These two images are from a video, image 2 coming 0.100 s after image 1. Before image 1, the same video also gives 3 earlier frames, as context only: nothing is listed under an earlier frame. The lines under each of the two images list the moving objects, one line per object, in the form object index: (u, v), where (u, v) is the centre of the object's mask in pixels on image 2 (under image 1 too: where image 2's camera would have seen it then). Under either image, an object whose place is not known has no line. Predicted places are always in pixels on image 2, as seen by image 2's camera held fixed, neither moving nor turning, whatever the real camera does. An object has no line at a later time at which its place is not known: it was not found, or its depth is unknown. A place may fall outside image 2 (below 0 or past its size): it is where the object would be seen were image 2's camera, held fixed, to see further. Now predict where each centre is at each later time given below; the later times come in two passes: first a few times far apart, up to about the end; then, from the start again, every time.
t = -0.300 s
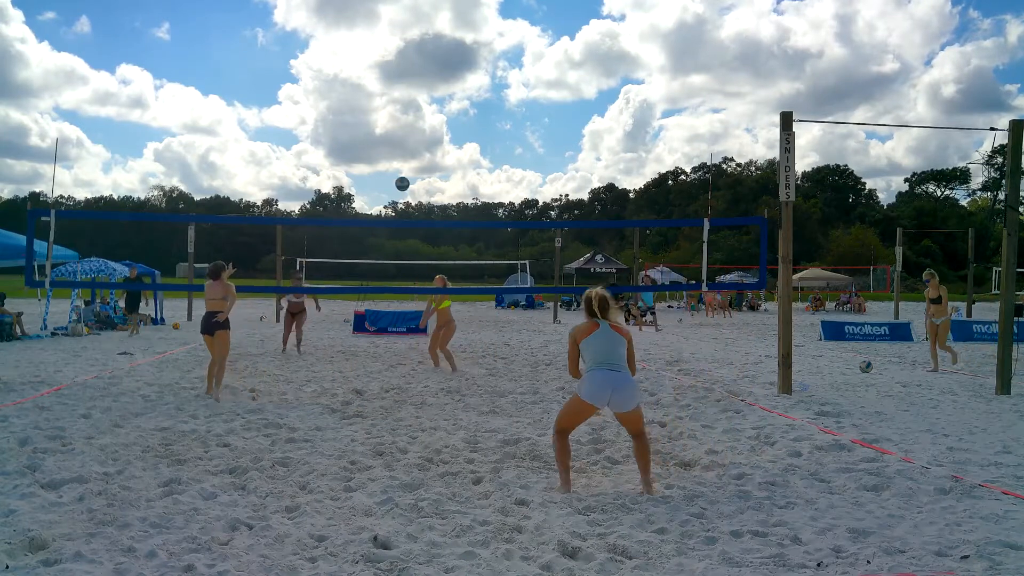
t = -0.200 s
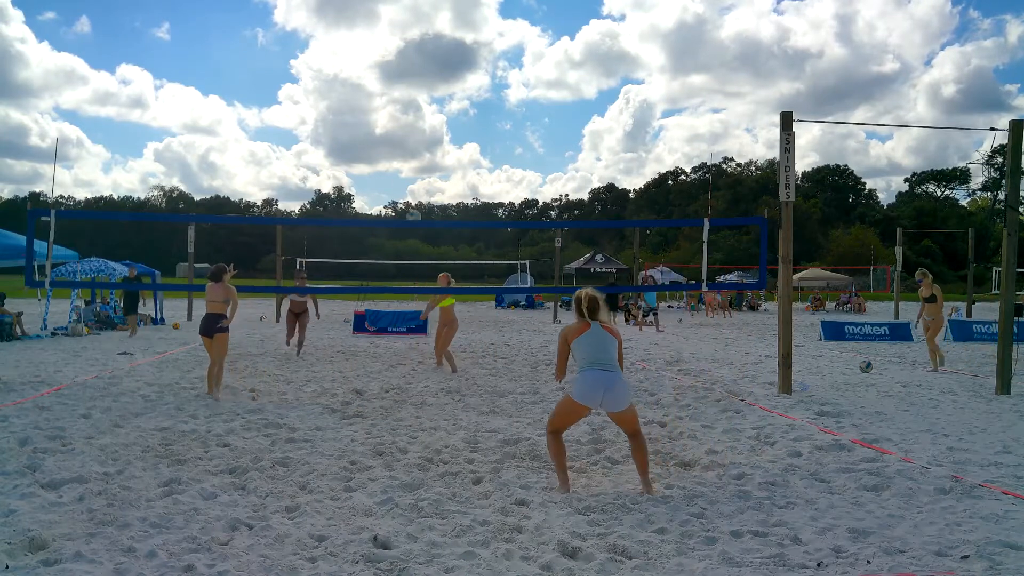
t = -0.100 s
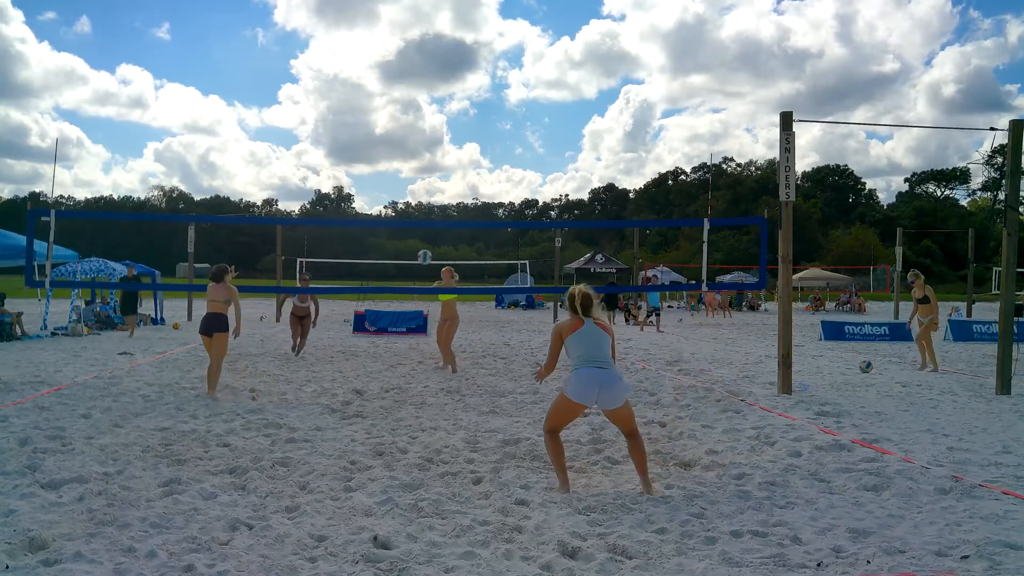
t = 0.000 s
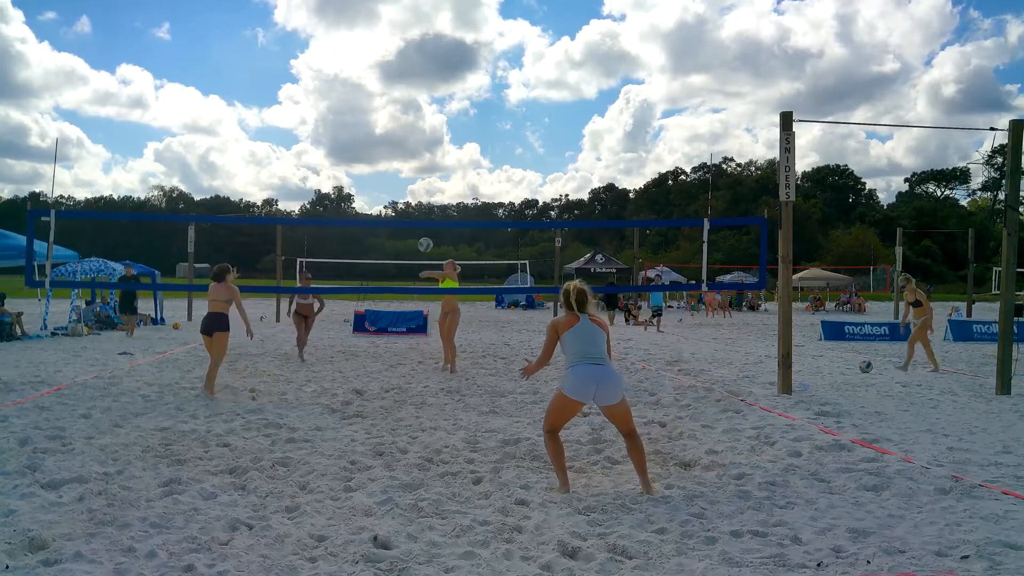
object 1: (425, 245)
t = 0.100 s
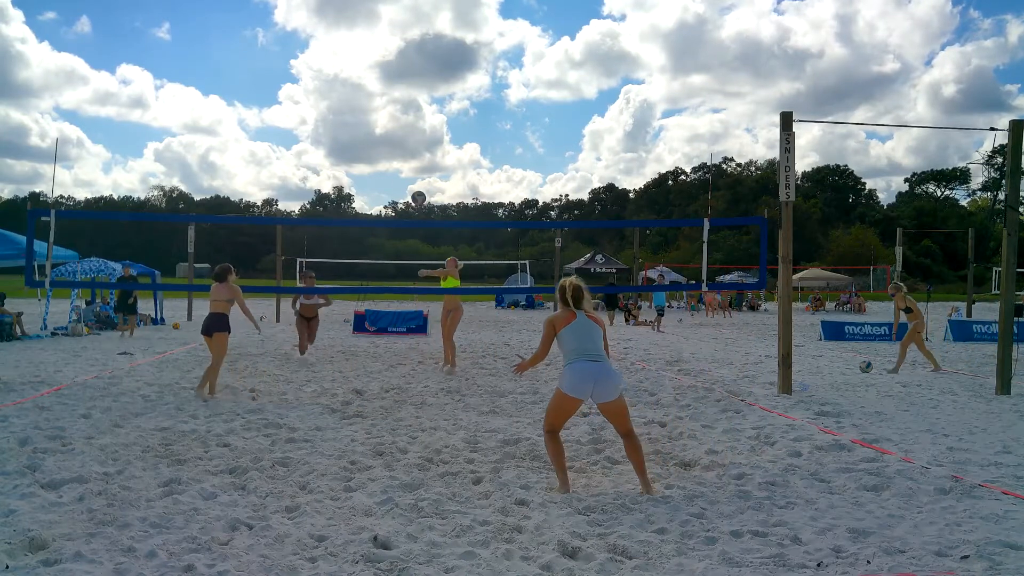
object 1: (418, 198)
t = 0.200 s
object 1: (412, 157)
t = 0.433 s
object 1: (400, 87)
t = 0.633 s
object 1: (390, 57)
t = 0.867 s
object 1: (380, 57)
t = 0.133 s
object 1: (416, 184)
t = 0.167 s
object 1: (414, 170)
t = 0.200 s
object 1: (412, 157)
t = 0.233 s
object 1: (410, 145)
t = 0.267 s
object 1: (408, 133)
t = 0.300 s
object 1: (407, 123)
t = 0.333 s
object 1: (405, 113)
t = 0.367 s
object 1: (403, 104)
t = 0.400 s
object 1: (401, 95)
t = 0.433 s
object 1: (400, 87)
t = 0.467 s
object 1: (398, 80)
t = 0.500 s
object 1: (396, 74)
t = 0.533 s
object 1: (395, 69)
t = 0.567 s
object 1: (393, 64)
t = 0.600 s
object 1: (391, 60)
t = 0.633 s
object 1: (390, 57)
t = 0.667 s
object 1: (388, 55)
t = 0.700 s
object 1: (387, 53)
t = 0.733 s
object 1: (385, 53)
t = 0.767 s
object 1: (384, 52)
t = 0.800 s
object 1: (382, 53)
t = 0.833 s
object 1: (381, 55)
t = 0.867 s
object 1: (380, 57)
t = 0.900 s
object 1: (378, 60)
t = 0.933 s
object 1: (377, 63)
